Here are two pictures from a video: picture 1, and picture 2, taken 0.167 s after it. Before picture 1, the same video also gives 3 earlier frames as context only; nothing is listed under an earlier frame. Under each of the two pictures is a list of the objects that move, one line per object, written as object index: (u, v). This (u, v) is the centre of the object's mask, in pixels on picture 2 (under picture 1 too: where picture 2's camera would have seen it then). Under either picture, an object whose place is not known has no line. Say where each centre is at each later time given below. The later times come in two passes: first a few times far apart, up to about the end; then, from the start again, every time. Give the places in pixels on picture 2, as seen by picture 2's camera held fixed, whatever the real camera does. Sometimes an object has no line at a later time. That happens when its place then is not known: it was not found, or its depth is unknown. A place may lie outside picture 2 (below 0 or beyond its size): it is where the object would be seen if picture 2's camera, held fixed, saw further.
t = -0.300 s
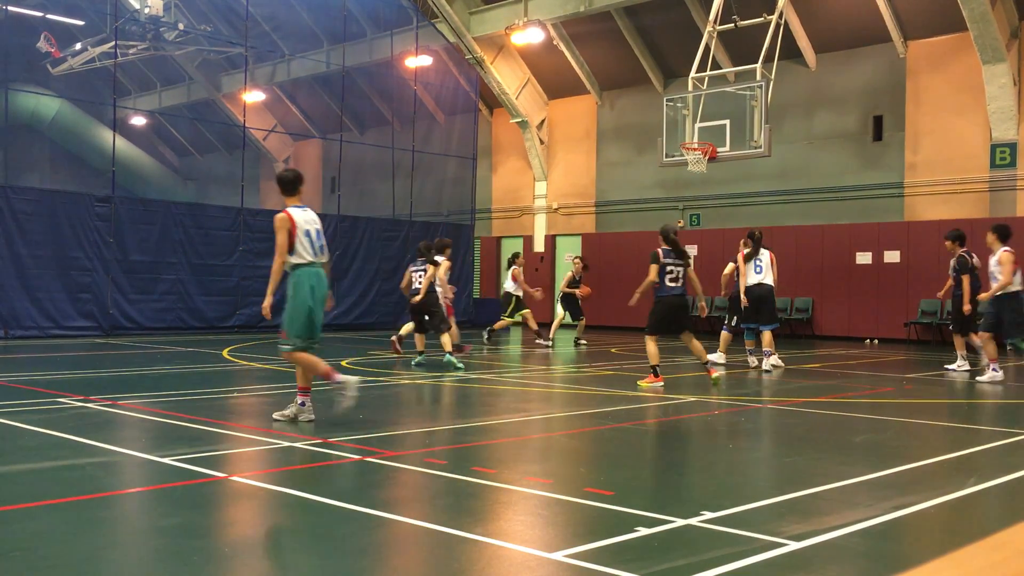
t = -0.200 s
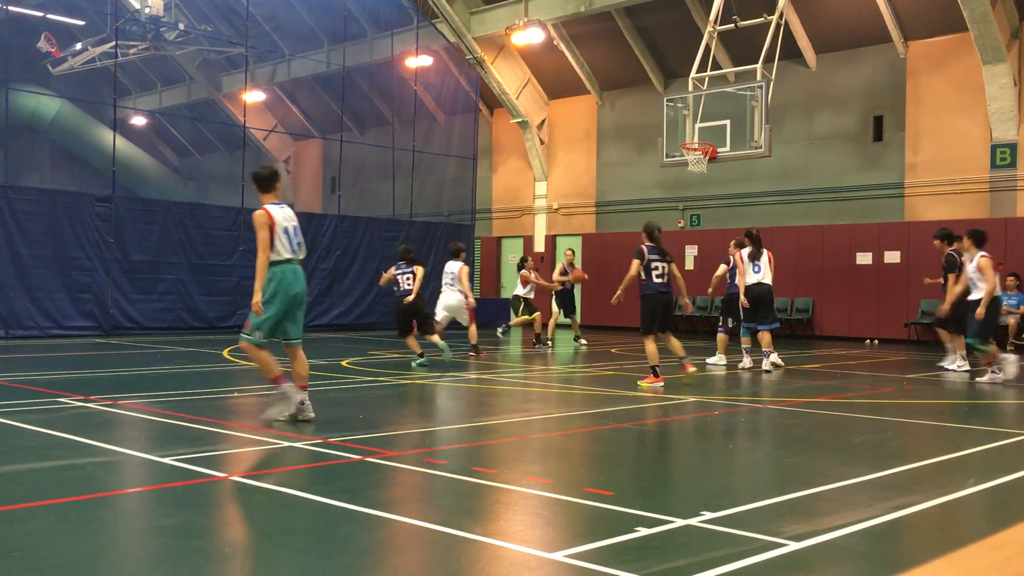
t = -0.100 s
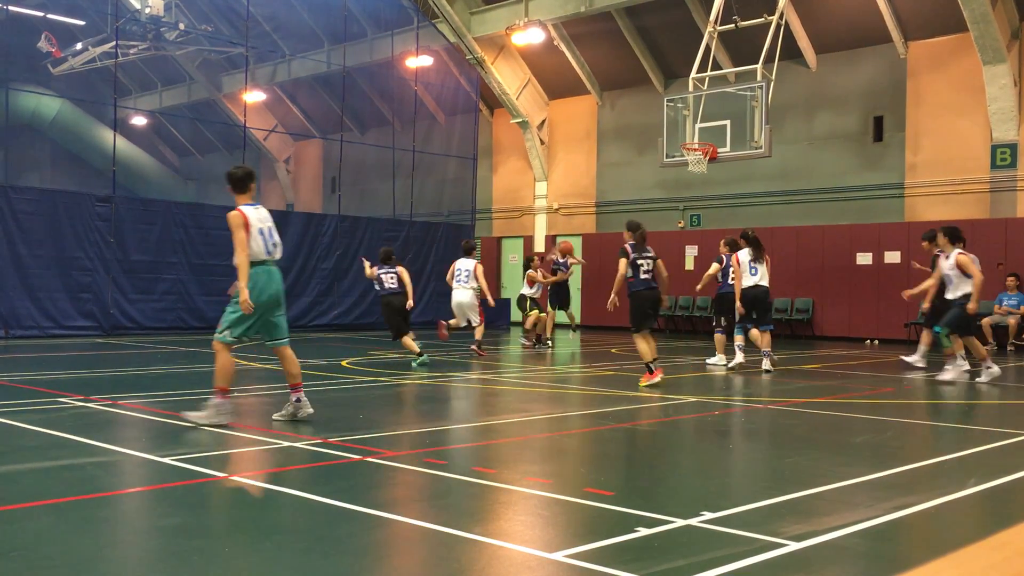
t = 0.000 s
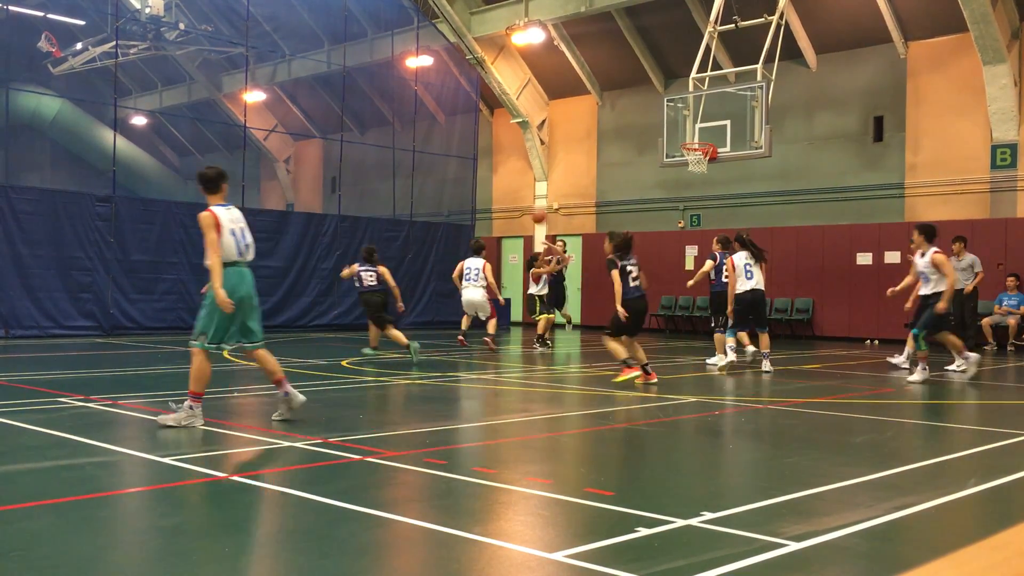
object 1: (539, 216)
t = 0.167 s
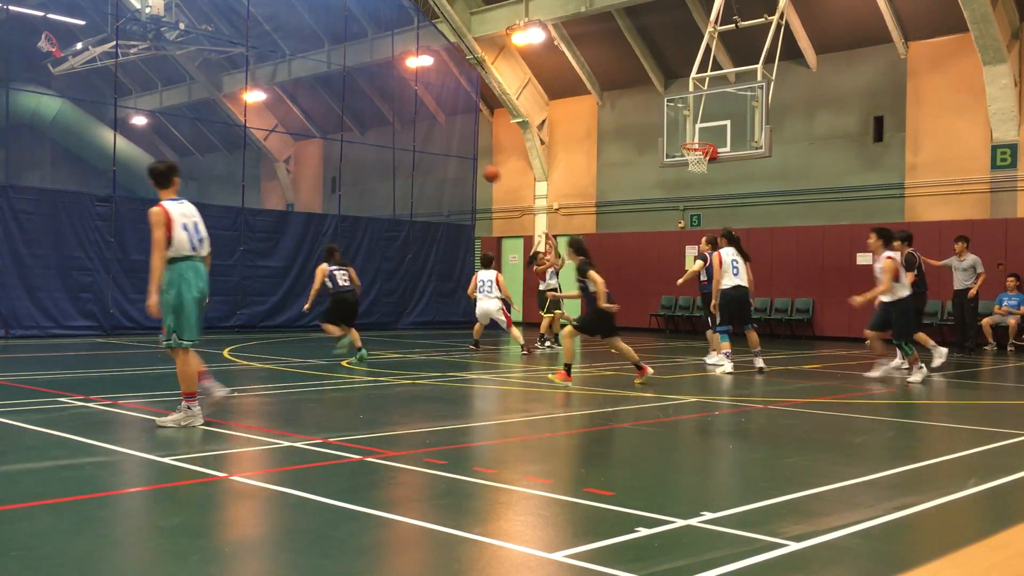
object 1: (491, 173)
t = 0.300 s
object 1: (450, 149)
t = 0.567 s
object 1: (362, 133)
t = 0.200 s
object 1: (481, 166)
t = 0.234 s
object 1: (471, 160)
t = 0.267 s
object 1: (460, 154)
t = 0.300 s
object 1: (450, 149)
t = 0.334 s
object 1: (438, 144)
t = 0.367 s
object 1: (427, 141)
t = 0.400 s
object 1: (416, 137)
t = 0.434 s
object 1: (404, 135)
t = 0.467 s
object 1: (392, 134)
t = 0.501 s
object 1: (382, 133)
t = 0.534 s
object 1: (372, 132)
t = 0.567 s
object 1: (362, 133)
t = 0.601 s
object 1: (351, 134)
